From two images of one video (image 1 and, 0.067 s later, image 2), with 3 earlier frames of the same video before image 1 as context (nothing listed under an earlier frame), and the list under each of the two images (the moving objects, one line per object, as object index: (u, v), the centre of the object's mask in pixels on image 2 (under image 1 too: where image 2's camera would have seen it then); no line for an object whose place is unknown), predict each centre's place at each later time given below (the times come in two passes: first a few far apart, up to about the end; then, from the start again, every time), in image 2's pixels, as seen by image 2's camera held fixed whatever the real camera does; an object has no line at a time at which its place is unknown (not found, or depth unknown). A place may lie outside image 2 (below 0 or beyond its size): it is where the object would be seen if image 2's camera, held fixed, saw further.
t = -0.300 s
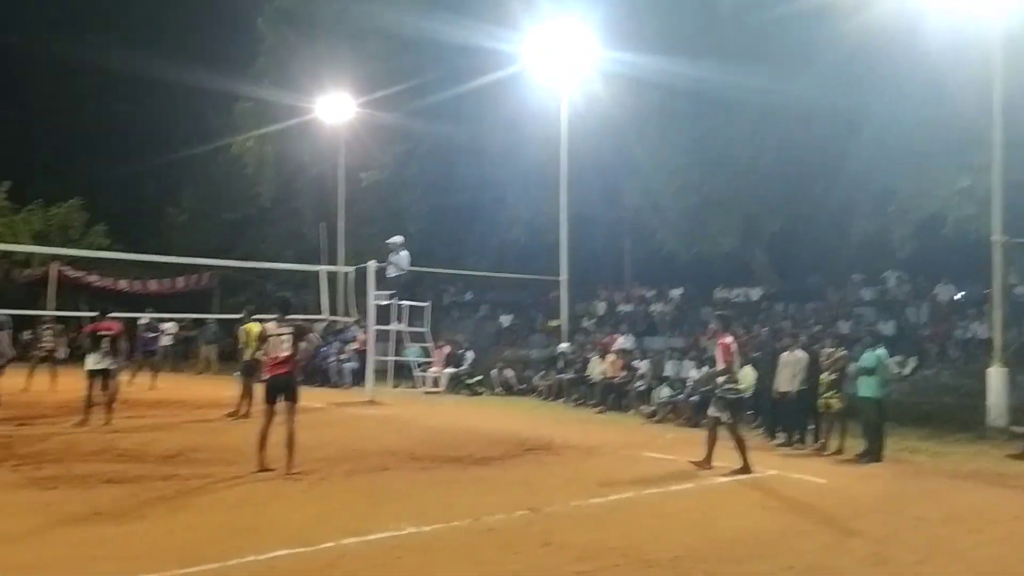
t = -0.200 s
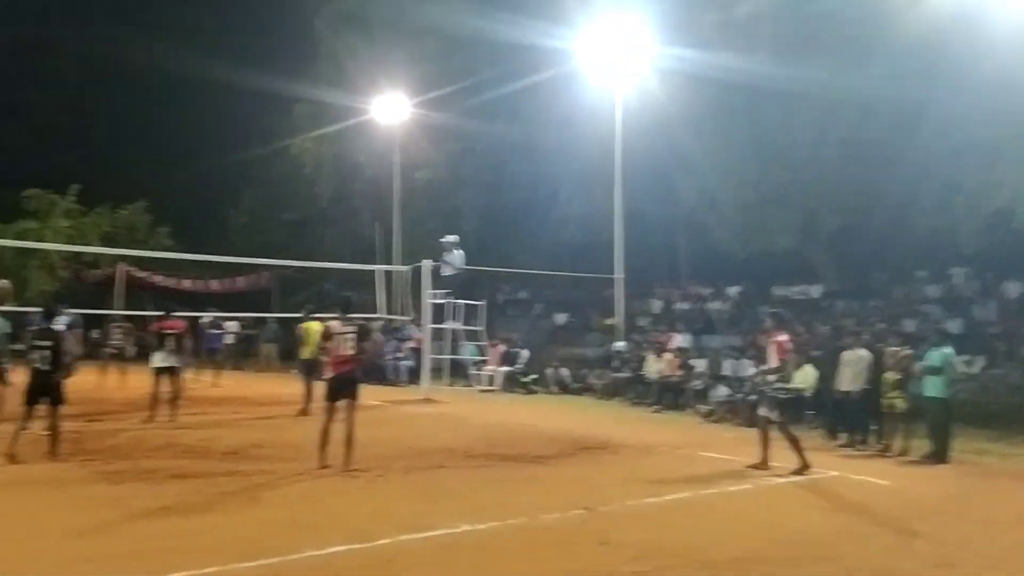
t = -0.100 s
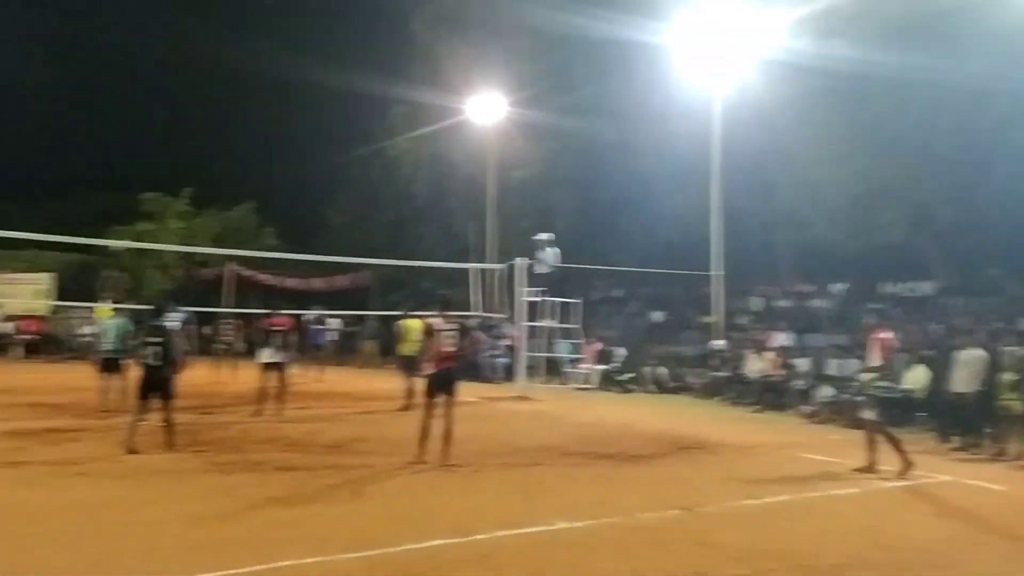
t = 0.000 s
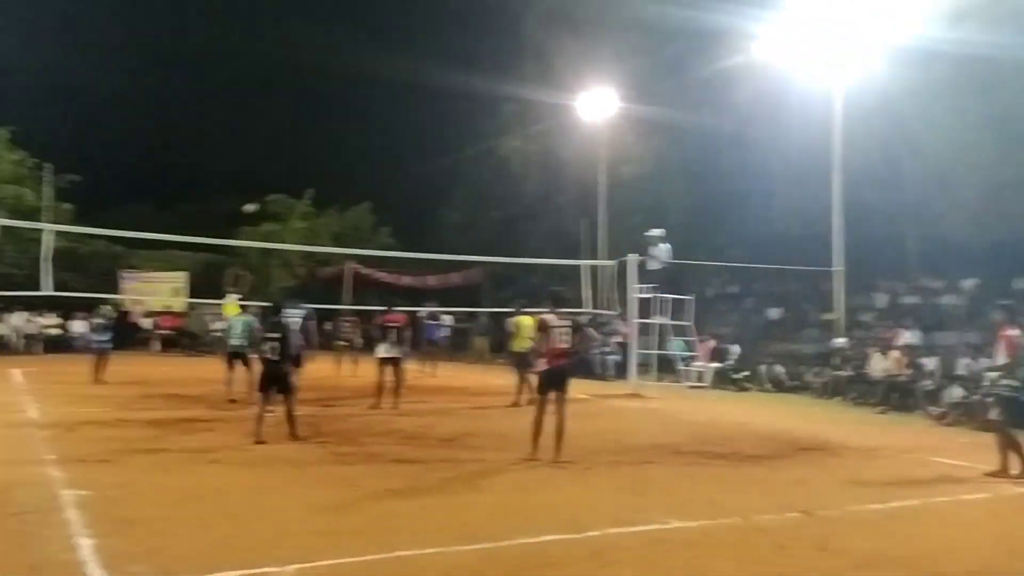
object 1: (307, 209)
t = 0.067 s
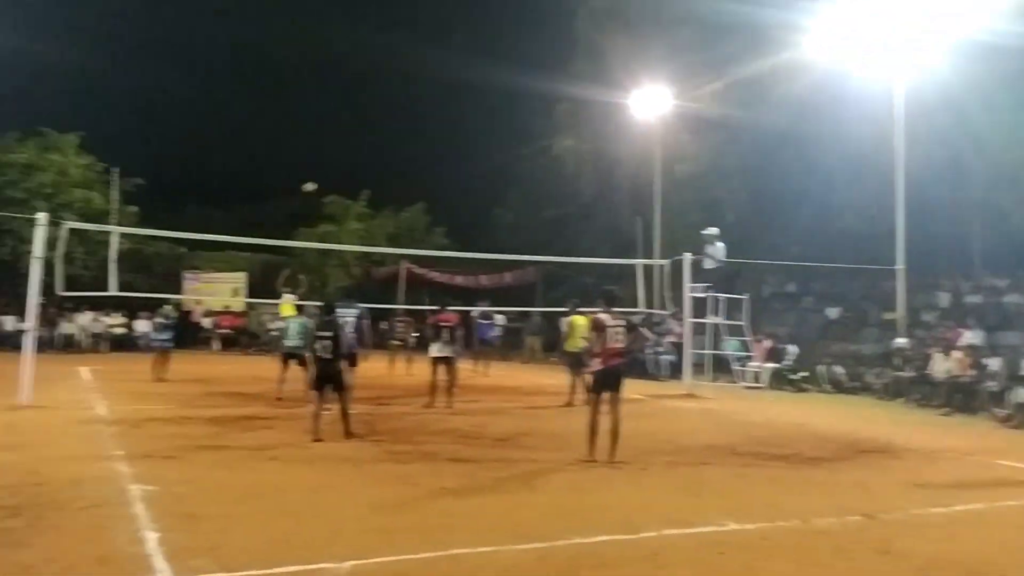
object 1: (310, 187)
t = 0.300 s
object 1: (313, 126)
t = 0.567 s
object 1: (316, 86)
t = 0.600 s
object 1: (316, 83)
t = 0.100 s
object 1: (310, 178)
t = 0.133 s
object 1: (310, 168)
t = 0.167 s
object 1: (311, 158)
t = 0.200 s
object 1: (312, 150)
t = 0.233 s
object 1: (312, 141)
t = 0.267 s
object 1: (313, 133)
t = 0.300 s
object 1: (313, 126)
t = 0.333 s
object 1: (314, 119)
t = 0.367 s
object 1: (314, 113)
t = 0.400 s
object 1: (315, 107)
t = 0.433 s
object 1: (315, 102)
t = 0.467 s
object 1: (315, 97)
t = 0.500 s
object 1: (315, 93)
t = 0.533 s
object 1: (316, 89)
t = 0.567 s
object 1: (316, 86)
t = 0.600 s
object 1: (316, 83)
